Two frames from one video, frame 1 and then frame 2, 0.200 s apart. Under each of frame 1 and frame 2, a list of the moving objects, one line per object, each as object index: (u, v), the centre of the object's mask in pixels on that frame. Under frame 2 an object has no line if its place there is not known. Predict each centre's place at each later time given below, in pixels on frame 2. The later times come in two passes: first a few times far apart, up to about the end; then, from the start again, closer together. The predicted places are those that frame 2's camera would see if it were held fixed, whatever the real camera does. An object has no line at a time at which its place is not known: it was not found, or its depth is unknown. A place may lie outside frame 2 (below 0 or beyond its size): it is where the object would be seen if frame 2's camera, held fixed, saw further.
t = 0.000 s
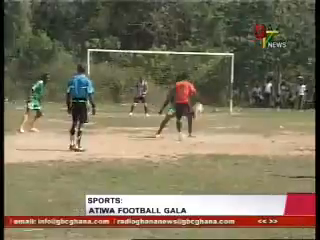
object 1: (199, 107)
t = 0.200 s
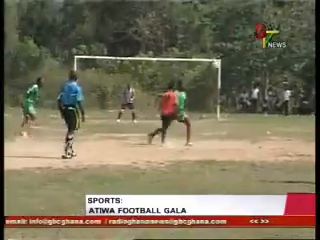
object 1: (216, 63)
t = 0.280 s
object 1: (227, 50)
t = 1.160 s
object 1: (321, 60)
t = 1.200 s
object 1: (325, 65)
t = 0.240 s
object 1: (222, 56)
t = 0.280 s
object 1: (227, 50)
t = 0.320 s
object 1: (232, 44)
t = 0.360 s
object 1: (238, 40)
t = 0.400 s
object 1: (244, 35)
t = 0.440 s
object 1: (249, 30)
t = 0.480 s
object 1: (254, 28)
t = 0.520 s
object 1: (259, 25)
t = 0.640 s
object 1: (273, 22)
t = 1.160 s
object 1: (321, 60)
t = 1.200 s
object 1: (325, 65)
